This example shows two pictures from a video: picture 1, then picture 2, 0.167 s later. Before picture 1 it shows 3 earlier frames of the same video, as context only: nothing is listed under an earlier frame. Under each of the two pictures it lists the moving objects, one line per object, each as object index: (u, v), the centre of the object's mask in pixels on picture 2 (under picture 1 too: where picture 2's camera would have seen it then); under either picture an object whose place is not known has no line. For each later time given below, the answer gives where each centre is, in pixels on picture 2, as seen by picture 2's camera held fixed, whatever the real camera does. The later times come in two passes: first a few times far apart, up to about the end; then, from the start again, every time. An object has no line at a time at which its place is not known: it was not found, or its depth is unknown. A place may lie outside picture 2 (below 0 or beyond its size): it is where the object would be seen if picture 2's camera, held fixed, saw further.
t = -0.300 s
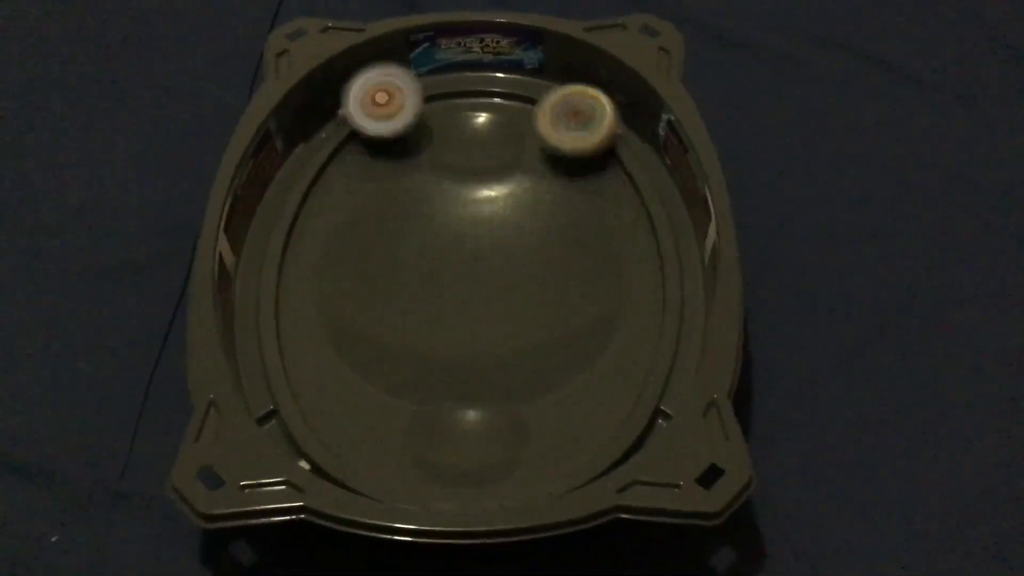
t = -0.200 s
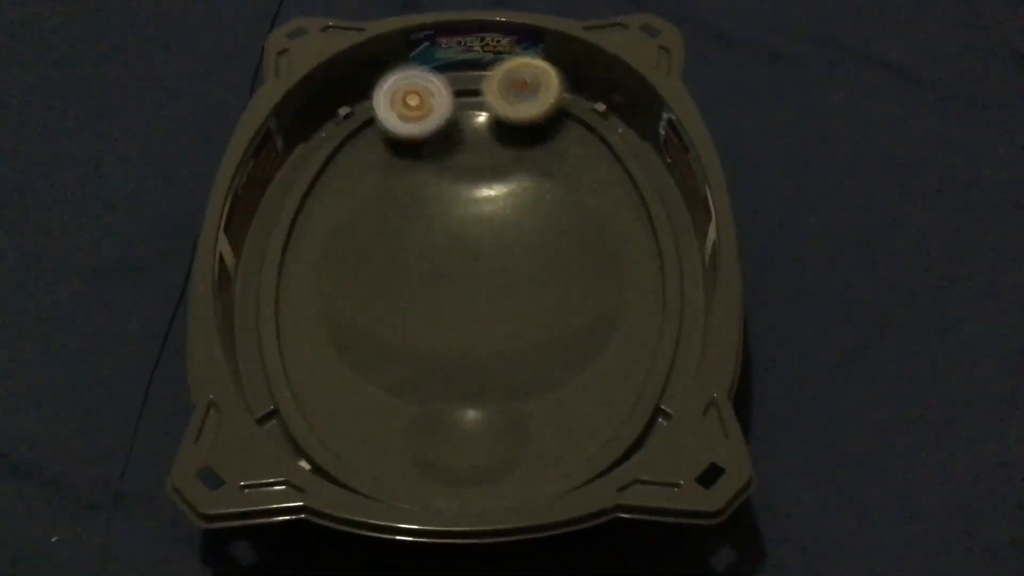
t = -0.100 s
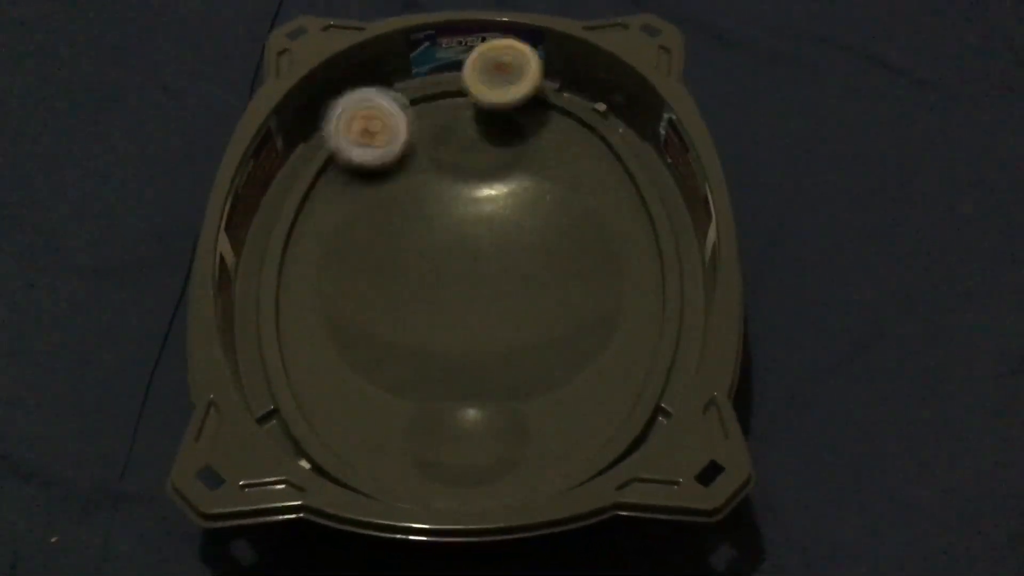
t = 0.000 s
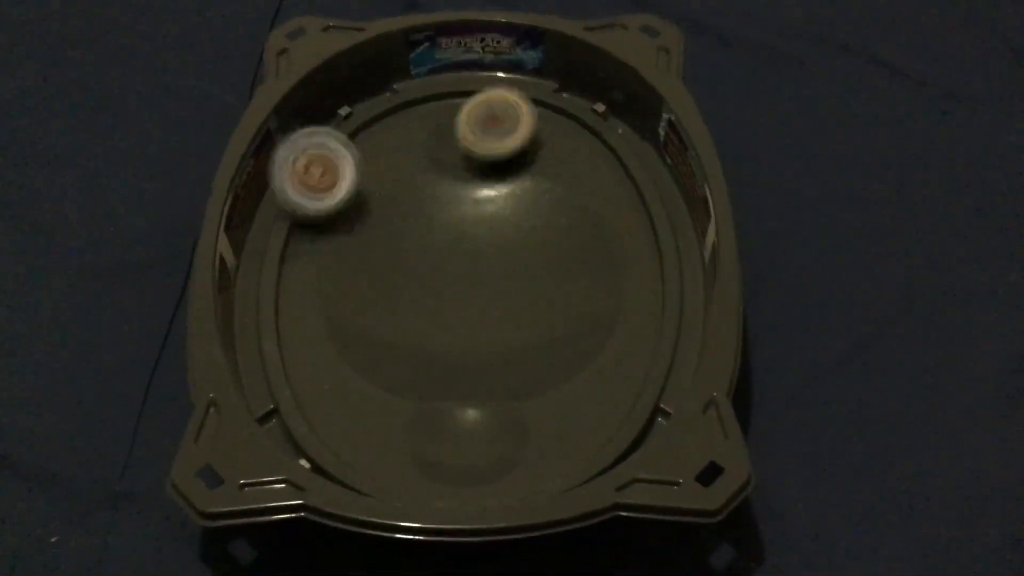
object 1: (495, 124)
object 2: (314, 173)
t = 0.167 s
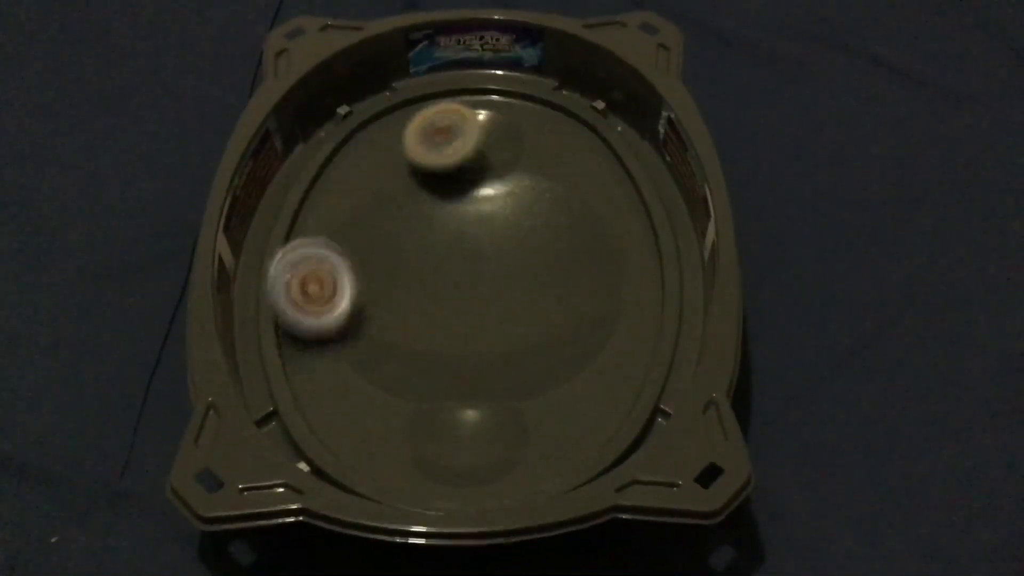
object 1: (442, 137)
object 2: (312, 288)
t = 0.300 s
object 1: (458, 128)
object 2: (326, 367)
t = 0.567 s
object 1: (461, 130)
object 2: (394, 451)
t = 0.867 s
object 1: (479, 178)
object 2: (481, 355)
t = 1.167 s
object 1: (402, 133)
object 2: (511, 346)
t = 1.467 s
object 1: (437, 128)
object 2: (470, 251)
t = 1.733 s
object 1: (531, 104)
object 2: (489, 283)
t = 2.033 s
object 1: (589, 141)
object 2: (461, 313)
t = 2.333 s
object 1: (590, 194)
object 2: (441, 279)
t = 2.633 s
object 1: (485, 286)
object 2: (366, 244)
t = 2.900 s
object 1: (485, 325)
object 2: (388, 222)
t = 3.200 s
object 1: (476, 282)
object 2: (465, 218)
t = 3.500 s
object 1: (448, 274)
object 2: (488, 202)
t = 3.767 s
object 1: (416, 291)
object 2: (515, 219)
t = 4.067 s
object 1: (438, 267)
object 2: (541, 233)
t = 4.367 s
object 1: (430, 241)
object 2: (514, 263)
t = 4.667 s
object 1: (430, 238)
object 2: (499, 289)
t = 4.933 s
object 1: (436, 228)
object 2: (521, 282)
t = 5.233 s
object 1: (449, 214)
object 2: (485, 284)
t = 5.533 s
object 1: (480, 223)
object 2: (469, 306)
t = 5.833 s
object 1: (478, 235)
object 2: (461, 311)
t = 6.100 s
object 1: (459, 242)
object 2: (482, 306)
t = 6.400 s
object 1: (452, 236)
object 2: (485, 302)
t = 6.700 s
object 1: (465, 241)
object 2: (479, 305)
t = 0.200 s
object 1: (440, 136)
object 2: (309, 311)
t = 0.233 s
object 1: (441, 134)
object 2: (304, 331)
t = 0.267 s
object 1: (449, 131)
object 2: (312, 351)
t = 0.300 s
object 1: (458, 128)
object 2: (326, 367)
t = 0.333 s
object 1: (469, 127)
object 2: (339, 380)
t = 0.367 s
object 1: (479, 122)
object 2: (349, 395)
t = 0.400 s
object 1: (485, 119)
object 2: (358, 409)
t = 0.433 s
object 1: (487, 119)
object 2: (365, 425)
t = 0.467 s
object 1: (485, 119)
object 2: (369, 436)
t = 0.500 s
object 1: (477, 122)
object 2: (373, 444)
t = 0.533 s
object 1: (468, 126)
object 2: (385, 449)
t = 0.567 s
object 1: (461, 130)
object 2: (394, 451)
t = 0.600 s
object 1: (457, 133)
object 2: (398, 447)
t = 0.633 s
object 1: (456, 137)
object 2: (404, 446)
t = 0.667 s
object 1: (460, 139)
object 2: (414, 443)
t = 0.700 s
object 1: (465, 140)
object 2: (422, 431)
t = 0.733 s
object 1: (473, 142)
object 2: (438, 414)
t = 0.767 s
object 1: (479, 147)
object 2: (449, 398)
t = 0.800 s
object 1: (481, 151)
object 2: (463, 380)
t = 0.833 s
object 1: (482, 163)
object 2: (473, 370)
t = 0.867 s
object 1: (479, 178)
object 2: (481, 355)
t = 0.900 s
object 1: (477, 195)
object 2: (484, 339)
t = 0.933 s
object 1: (474, 217)
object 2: (488, 316)
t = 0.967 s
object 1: (468, 234)
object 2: (492, 305)
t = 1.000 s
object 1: (454, 216)
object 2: (499, 317)
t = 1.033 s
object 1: (443, 188)
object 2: (506, 331)
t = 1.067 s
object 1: (431, 165)
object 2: (512, 339)
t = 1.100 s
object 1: (420, 149)
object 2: (514, 344)
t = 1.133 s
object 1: (411, 145)
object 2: (512, 346)
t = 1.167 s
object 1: (402, 133)
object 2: (511, 346)
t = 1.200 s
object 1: (396, 119)
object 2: (508, 343)
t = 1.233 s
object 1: (388, 110)
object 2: (504, 338)
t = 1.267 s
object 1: (388, 98)
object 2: (501, 330)
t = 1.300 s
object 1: (398, 103)
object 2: (496, 320)
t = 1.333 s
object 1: (407, 114)
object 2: (489, 310)
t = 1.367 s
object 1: (415, 117)
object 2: (483, 297)
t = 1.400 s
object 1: (422, 120)
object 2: (477, 283)
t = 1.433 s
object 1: (429, 125)
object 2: (473, 269)
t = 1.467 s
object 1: (437, 128)
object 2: (470, 251)
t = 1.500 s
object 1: (449, 128)
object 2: (471, 233)
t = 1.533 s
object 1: (464, 132)
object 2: (476, 212)
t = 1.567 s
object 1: (486, 126)
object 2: (485, 205)
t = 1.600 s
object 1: (500, 103)
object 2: (484, 221)
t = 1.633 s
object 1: (511, 82)
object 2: (484, 238)
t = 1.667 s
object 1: (520, 80)
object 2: (492, 251)
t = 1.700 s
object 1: (528, 97)
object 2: (491, 270)
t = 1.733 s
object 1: (531, 104)
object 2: (489, 283)
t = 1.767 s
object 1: (536, 113)
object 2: (489, 290)
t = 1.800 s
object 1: (541, 121)
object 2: (485, 302)
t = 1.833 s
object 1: (546, 126)
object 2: (483, 307)
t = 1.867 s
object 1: (554, 130)
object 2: (479, 311)
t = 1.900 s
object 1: (562, 132)
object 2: (476, 311)
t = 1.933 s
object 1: (571, 134)
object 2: (472, 312)
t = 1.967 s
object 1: (581, 135)
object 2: (467, 312)
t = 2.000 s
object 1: (589, 136)
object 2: (462, 314)
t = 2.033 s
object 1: (589, 141)
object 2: (461, 313)
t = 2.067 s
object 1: (585, 143)
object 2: (457, 311)
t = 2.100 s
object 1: (584, 144)
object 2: (455, 308)
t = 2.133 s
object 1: (582, 149)
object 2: (454, 304)
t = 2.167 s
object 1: (582, 154)
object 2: (452, 299)
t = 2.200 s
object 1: (583, 160)
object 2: (449, 295)
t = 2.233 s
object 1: (585, 167)
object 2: (447, 290)
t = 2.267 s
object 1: (588, 174)
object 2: (445, 286)
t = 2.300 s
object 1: (590, 183)
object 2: (442, 282)
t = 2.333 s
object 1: (590, 194)
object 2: (441, 279)
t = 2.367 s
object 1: (584, 208)
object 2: (438, 275)
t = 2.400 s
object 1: (571, 224)
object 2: (436, 272)
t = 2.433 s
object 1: (554, 238)
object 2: (433, 268)
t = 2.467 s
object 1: (533, 252)
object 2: (431, 265)
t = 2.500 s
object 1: (512, 265)
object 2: (425, 260)
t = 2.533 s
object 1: (504, 274)
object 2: (405, 261)
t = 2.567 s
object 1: (497, 281)
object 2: (391, 250)
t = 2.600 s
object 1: (492, 285)
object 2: (377, 246)
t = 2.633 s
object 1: (485, 286)
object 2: (366, 244)
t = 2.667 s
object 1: (477, 292)
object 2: (361, 242)
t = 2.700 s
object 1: (471, 293)
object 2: (360, 243)
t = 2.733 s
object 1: (465, 290)
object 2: (364, 244)
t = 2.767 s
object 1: (460, 294)
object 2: (372, 248)
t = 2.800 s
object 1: (457, 296)
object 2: (383, 252)
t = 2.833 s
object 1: (463, 302)
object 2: (383, 242)
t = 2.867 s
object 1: (475, 316)
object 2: (387, 234)
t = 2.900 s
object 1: (485, 325)
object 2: (388, 222)
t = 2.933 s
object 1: (490, 330)
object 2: (396, 217)
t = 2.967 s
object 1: (491, 330)
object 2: (404, 214)
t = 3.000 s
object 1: (487, 328)
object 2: (414, 213)
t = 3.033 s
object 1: (484, 326)
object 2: (425, 214)
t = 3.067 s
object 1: (484, 321)
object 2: (436, 214)
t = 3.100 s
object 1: (484, 311)
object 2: (444, 216)
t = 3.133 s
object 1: (481, 299)
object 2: (454, 219)
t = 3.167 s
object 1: (477, 289)
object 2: (461, 221)
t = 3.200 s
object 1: (476, 282)
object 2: (465, 218)
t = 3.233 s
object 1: (471, 283)
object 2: (474, 203)
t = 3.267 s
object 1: (467, 284)
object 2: (479, 192)
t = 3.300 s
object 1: (462, 285)
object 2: (484, 185)
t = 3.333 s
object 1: (460, 285)
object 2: (485, 182)
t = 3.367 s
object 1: (458, 283)
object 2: (486, 182)
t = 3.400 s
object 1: (453, 281)
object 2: (486, 186)
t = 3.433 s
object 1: (452, 281)
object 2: (487, 191)
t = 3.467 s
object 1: (451, 278)
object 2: (487, 196)
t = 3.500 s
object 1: (448, 274)
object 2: (488, 202)
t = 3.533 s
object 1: (446, 273)
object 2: (486, 208)
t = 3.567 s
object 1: (443, 274)
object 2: (483, 211)
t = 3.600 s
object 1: (431, 276)
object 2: (493, 211)
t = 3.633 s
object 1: (421, 287)
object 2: (499, 208)
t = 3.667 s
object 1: (418, 290)
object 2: (503, 208)
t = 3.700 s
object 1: (412, 290)
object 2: (506, 208)
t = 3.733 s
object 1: (414, 293)
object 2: (511, 212)
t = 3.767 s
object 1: (416, 291)
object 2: (515, 219)
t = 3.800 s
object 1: (416, 292)
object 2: (518, 224)
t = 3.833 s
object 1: (424, 291)
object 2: (522, 228)
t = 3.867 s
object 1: (426, 288)
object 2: (524, 231)
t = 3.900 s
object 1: (432, 288)
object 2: (525, 235)
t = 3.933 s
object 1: (438, 282)
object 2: (525, 237)
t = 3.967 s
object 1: (443, 278)
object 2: (524, 238)
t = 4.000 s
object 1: (450, 273)
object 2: (525, 240)
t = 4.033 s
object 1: (441, 268)
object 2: (536, 235)
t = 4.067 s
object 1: (438, 267)
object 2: (541, 233)
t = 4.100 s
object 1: (433, 261)
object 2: (547, 232)
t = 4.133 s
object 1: (431, 260)
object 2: (547, 233)
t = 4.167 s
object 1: (429, 256)
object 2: (542, 238)
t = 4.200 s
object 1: (427, 254)
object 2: (540, 243)
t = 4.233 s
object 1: (429, 251)
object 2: (536, 249)
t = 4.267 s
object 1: (429, 249)
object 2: (532, 256)
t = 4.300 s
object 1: (434, 248)
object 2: (523, 261)
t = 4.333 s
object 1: (432, 245)
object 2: (514, 260)
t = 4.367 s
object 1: (430, 241)
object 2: (514, 263)
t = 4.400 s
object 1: (427, 234)
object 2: (512, 266)
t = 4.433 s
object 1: (425, 232)
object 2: (518, 270)
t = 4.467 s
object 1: (421, 229)
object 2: (516, 275)
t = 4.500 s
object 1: (420, 228)
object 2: (517, 277)
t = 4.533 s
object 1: (417, 226)
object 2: (520, 278)
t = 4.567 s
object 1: (421, 230)
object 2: (514, 280)
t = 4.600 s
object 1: (421, 230)
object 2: (512, 281)
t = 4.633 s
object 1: (427, 235)
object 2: (505, 286)
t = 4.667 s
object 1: (430, 238)
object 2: (499, 289)
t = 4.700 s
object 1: (435, 239)
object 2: (500, 287)
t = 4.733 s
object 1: (437, 239)
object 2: (506, 286)
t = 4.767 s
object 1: (440, 239)
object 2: (508, 281)
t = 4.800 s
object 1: (441, 242)
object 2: (511, 279)
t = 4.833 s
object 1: (440, 235)
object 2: (517, 277)
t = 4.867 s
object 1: (440, 232)
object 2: (520, 278)
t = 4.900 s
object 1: (437, 230)
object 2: (522, 279)
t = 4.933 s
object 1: (436, 228)
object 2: (521, 282)
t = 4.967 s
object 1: (436, 226)
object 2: (523, 280)
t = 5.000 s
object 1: (436, 223)
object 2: (515, 286)
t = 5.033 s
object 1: (439, 219)
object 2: (509, 285)
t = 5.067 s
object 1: (446, 219)
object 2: (505, 285)
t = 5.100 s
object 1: (447, 222)
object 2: (501, 282)
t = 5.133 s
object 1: (447, 220)
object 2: (494, 278)
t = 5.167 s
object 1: (451, 216)
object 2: (492, 281)
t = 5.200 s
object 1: (451, 216)
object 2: (488, 282)
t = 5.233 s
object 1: (449, 214)
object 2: (485, 284)
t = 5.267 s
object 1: (451, 213)
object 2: (483, 291)
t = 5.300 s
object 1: (451, 216)
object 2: (482, 295)
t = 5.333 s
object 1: (451, 217)
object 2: (477, 296)
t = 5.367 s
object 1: (455, 219)
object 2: (474, 299)
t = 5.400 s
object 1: (460, 226)
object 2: (477, 291)
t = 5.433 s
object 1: (461, 231)
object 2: (474, 302)
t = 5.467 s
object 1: (465, 230)
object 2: (469, 298)
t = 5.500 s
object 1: (472, 227)
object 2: (474, 304)
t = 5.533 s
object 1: (480, 223)
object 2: (469, 306)
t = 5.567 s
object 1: (485, 227)
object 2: (469, 309)
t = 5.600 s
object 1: (487, 229)
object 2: (470, 309)
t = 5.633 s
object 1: (485, 231)
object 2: (472, 309)
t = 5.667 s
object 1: (484, 234)
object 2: (472, 307)
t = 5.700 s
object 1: (479, 236)
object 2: (471, 305)
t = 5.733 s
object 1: (480, 236)
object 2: (469, 303)
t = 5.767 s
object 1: (477, 236)
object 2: (468, 304)
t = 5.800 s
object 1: (478, 238)
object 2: (463, 309)
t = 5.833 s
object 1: (478, 235)
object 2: (461, 311)
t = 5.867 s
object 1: (475, 235)
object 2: (462, 310)
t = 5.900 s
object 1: (474, 236)
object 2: (465, 309)
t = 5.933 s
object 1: (472, 238)
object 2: (467, 309)
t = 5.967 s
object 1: (469, 238)
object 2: (470, 308)
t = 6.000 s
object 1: (466, 240)
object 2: (472, 308)
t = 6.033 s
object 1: (462, 241)
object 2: (476, 308)
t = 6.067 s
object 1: (460, 242)
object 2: (479, 307)
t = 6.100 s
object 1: (459, 242)
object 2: (482, 306)
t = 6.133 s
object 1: (457, 239)
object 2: (484, 305)
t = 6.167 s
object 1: (459, 238)
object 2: (486, 303)
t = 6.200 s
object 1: (457, 237)
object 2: (486, 302)
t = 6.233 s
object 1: (457, 236)
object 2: (485, 302)
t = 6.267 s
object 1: (458, 237)
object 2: (484, 303)
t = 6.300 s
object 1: (456, 238)
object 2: (484, 303)
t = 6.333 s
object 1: (454, 239)
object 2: (484, 303)
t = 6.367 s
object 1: (451, 238)
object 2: (485, 302)
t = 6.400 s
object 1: (452, 236)
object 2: (485, 302)
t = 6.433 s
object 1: (454, 235)
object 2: (485, 302)
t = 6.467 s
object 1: (460, 233)
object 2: (485, 302)
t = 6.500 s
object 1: (471, 231)
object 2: (485, 302)
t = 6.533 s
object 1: (477, 234)
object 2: (485, 303)
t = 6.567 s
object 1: (479, 236)
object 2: (484, 304)
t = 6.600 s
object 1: (477, 236)
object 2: (483, 304)
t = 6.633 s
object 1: (474, 238)
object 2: (481, 304)
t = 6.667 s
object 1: (470, 240)
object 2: (480, 305)
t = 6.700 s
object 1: (465, 241)
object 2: (479, 305)
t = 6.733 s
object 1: (460, 241)
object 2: (476, 306)
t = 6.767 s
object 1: (459, 241)
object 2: (475, 306)
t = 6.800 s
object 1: (462, 240)
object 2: (474, 306)
